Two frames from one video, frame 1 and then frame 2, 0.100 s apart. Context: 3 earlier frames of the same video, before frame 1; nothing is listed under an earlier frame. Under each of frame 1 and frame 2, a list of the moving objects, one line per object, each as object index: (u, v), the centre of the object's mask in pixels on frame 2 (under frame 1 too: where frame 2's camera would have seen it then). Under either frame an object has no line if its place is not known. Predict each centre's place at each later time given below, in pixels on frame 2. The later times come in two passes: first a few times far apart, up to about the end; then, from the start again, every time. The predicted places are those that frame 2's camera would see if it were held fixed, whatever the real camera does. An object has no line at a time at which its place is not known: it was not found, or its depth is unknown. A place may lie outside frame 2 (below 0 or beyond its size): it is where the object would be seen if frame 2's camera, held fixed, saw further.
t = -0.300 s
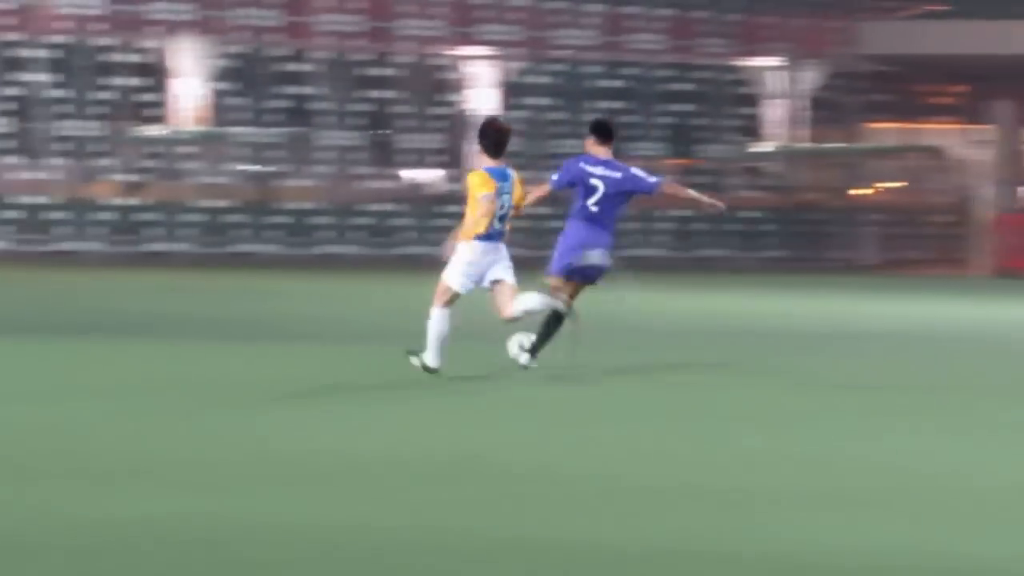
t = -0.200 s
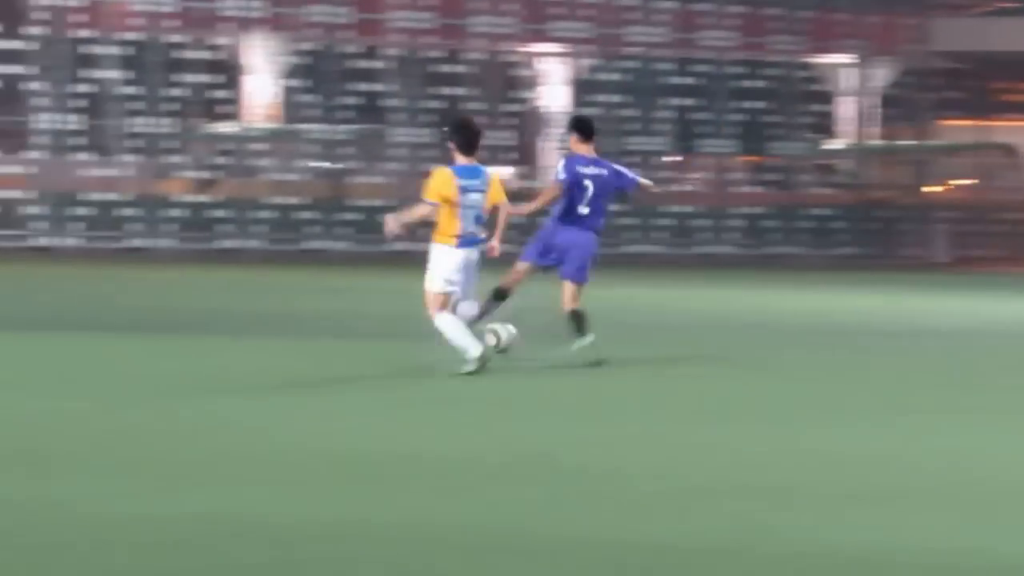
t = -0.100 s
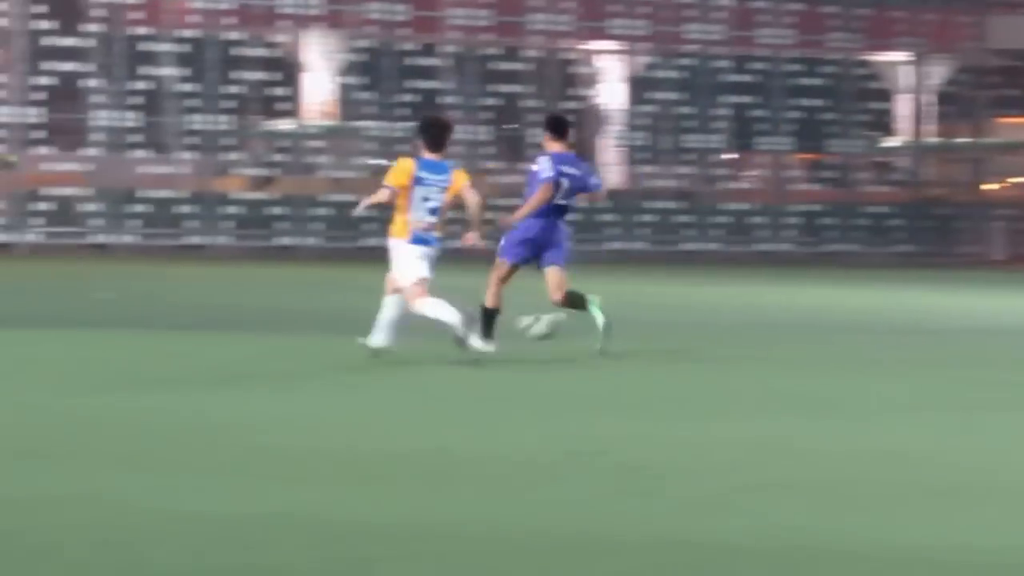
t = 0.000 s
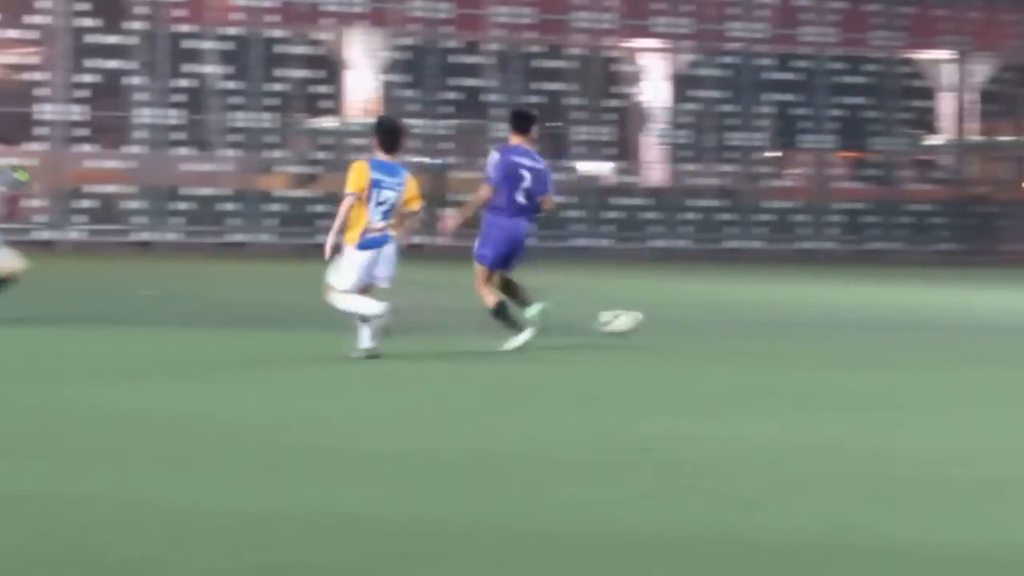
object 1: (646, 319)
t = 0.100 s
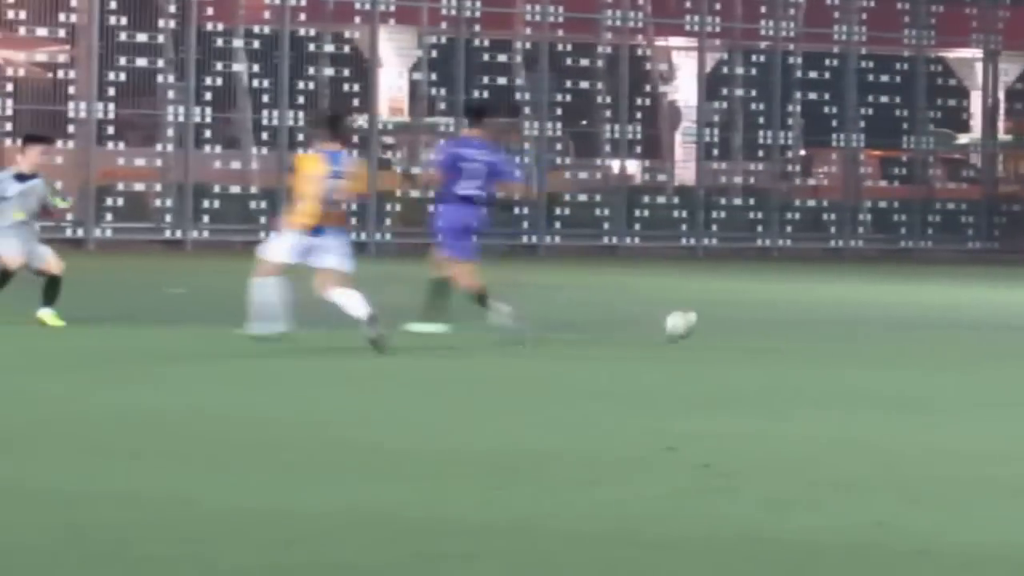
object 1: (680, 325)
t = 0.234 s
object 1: (717, 319)
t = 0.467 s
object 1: (763, 313)
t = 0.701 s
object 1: (787, 309)
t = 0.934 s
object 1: (803, 308)
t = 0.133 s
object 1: (689, 320)
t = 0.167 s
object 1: (698, 318)
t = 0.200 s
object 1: (707, 318)
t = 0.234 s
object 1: (717, 319)
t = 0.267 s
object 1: (726, 322)
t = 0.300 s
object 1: (733, 322)
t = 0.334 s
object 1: (739, 317)
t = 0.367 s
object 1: (745, 314)
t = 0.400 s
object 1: (751, 312)
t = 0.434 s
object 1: (757, 312)
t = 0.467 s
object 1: (763, 313)
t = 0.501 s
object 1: (769, 315)
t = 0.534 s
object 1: (773, 315)
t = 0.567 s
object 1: (776, 311)
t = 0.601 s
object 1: (779, 308)
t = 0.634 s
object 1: (782, 308)
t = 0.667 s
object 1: (784, 307)
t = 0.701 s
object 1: (787, 309)
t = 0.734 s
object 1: (790, 312)
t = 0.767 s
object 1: (793, 311)
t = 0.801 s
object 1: (794, 308)
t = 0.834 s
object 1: (796, 306)
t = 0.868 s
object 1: (798, 306)
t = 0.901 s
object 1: (800, 307)
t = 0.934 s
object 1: (803, 308)
